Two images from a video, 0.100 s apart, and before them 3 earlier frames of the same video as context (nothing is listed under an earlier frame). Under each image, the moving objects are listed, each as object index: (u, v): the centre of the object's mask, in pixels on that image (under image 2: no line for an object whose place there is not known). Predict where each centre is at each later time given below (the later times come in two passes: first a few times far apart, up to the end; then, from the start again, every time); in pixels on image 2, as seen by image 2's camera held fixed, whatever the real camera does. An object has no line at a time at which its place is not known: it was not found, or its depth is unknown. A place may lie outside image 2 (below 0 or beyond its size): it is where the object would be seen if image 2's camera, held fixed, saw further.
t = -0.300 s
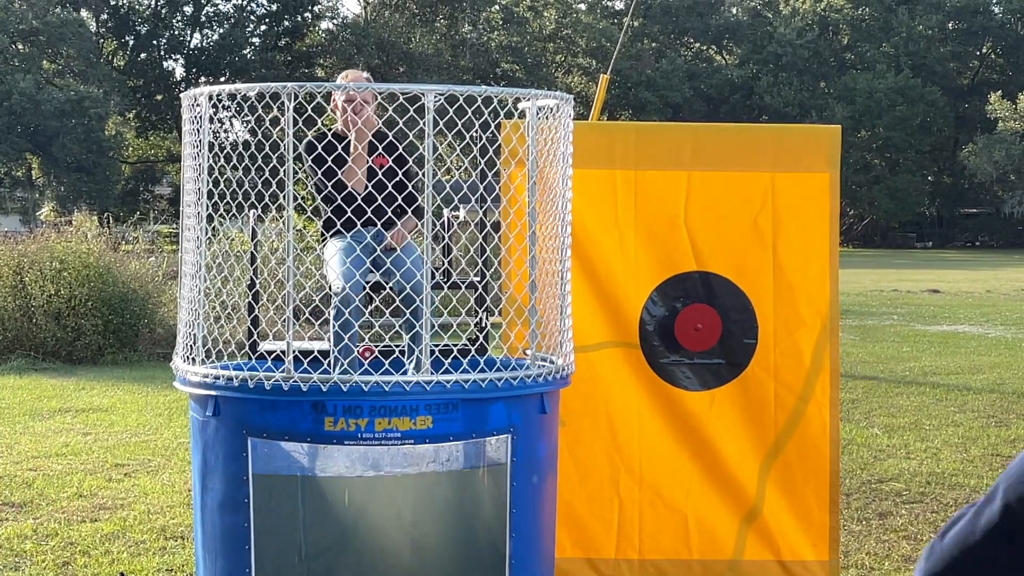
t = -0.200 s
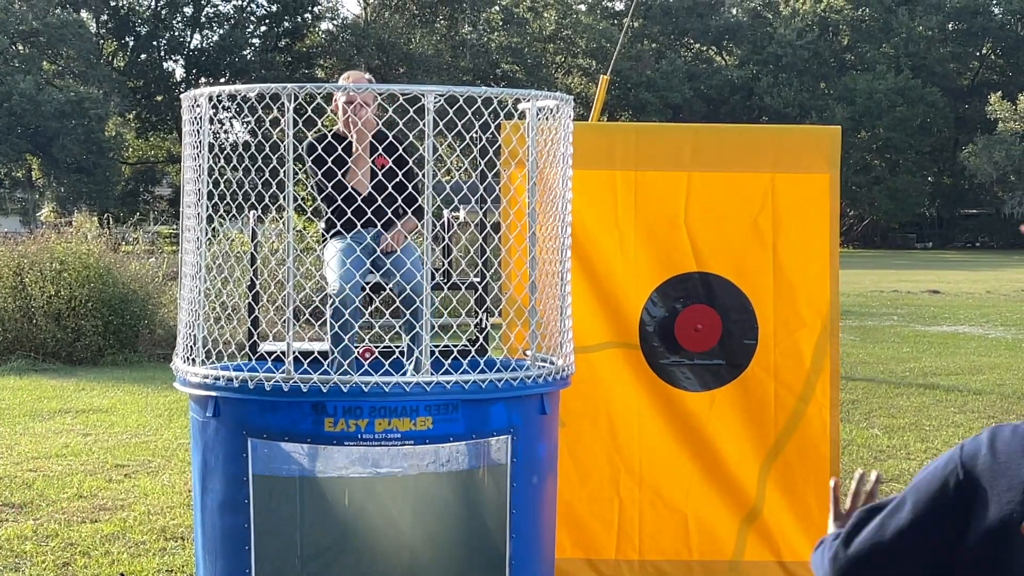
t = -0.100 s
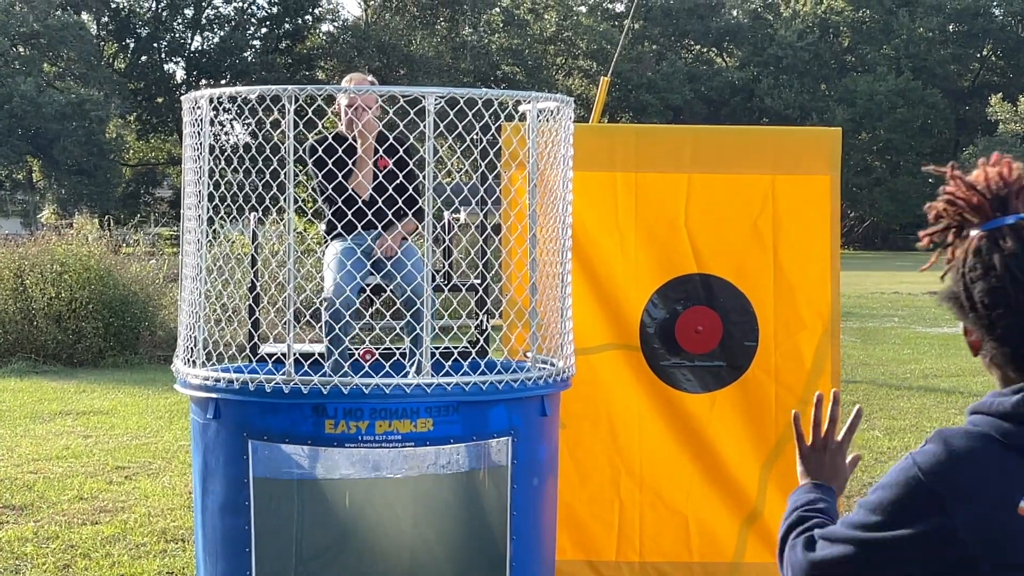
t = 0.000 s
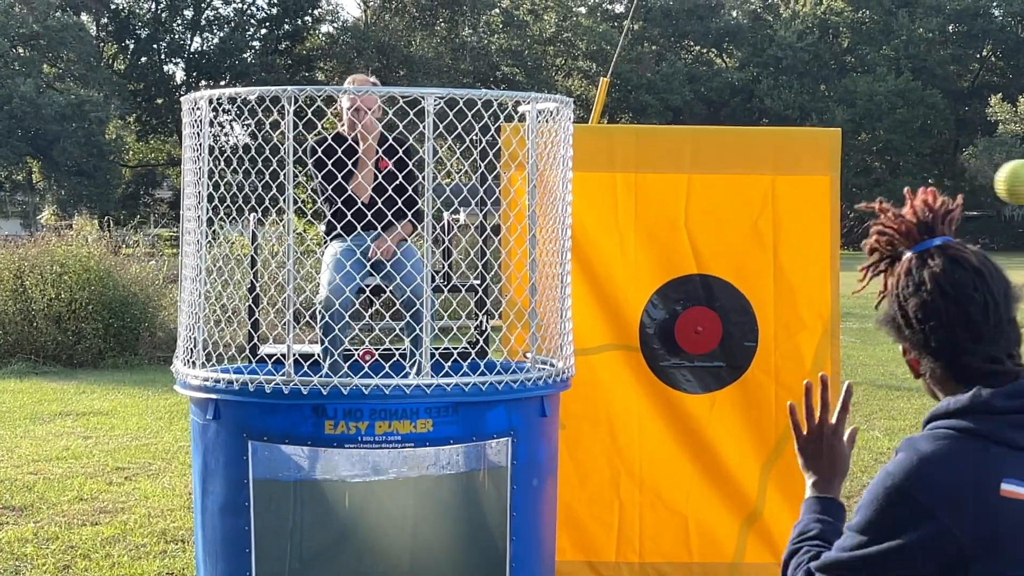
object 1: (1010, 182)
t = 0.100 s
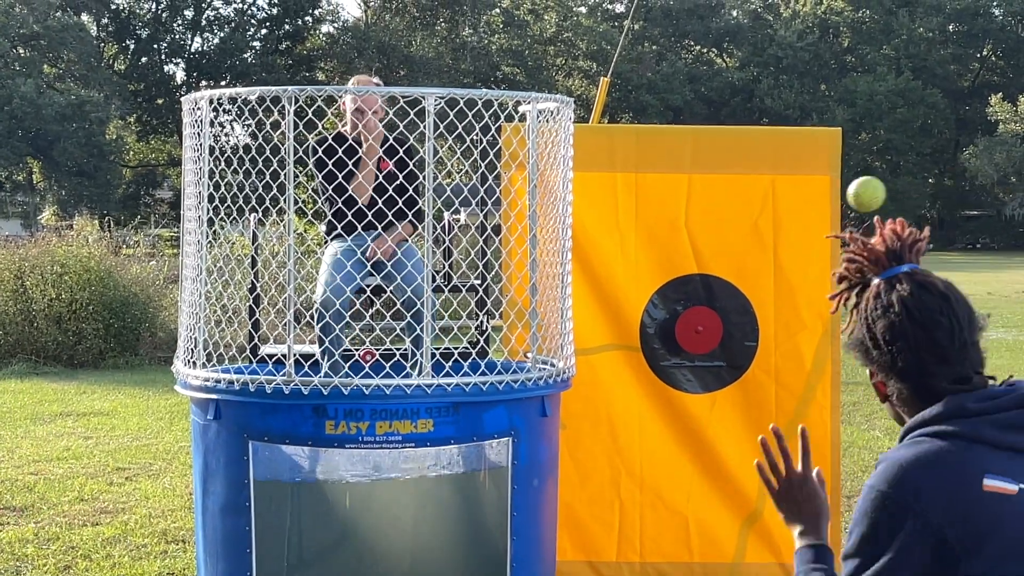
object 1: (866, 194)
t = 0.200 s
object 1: (772, 228)
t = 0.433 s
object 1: (672, 313)
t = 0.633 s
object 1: (629, 378)
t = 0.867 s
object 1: (589, 556)
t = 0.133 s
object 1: (831, 203)
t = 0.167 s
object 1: (799, 215)
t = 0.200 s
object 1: (772, 228)
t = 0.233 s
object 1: (749, 243)
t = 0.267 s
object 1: (729, 259)
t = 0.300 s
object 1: (710, 276)
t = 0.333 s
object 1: (694, 292)
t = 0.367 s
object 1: (684, 306)
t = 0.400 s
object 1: (678, 310)
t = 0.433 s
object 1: (672, 313)
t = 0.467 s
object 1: (665, 318)
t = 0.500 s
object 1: (657, 325)
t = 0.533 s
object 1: (650, 335)
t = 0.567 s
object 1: (643, 347)
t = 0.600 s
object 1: (637, 361)
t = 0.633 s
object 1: (629, 378)
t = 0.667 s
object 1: (623, 396)
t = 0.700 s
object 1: (617, 416)
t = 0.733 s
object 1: (611, 439)
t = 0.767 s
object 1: (606, 464)
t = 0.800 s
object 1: (599, 492)
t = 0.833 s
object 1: (594, 523)
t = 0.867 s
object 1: (589, 556)
